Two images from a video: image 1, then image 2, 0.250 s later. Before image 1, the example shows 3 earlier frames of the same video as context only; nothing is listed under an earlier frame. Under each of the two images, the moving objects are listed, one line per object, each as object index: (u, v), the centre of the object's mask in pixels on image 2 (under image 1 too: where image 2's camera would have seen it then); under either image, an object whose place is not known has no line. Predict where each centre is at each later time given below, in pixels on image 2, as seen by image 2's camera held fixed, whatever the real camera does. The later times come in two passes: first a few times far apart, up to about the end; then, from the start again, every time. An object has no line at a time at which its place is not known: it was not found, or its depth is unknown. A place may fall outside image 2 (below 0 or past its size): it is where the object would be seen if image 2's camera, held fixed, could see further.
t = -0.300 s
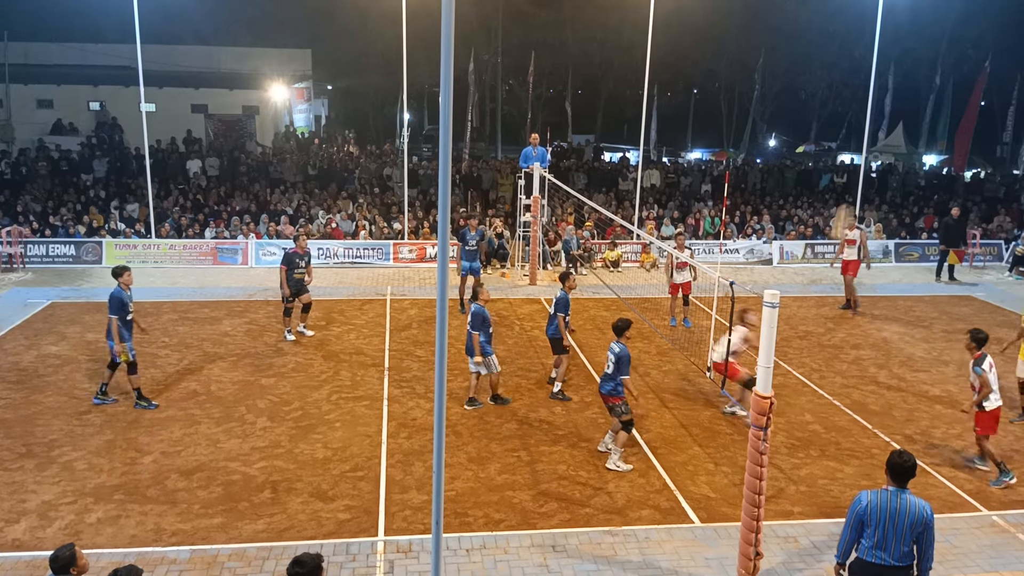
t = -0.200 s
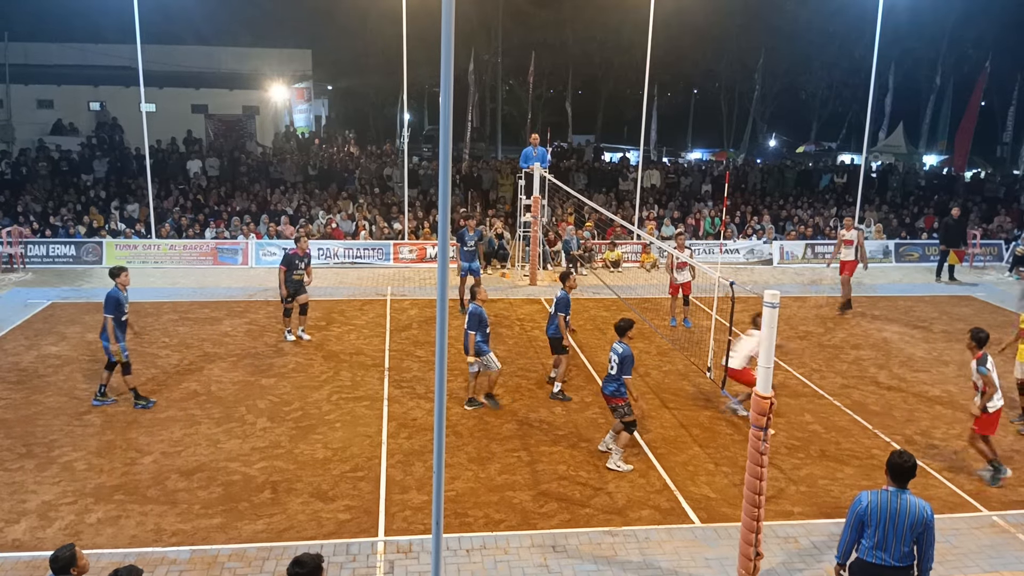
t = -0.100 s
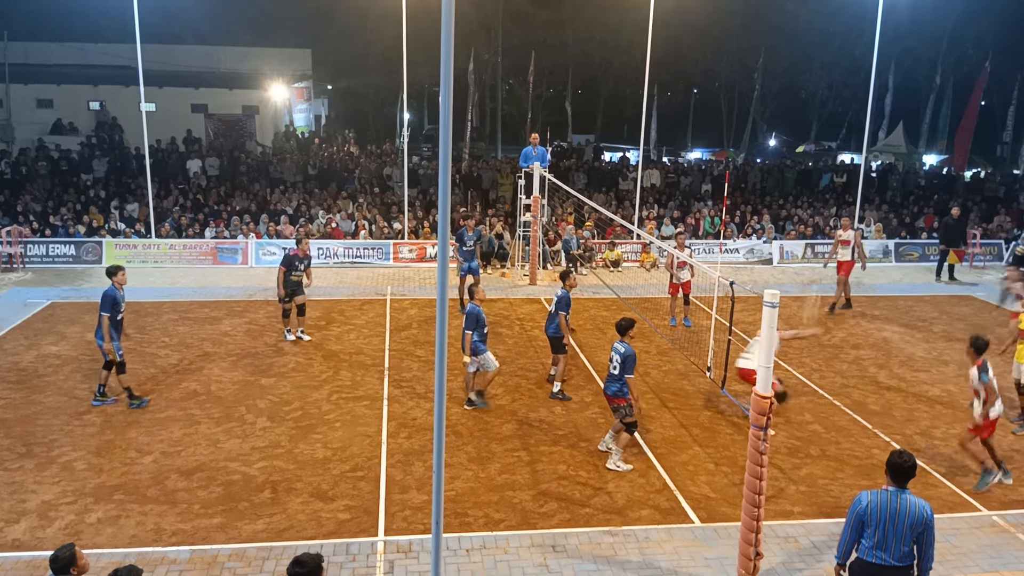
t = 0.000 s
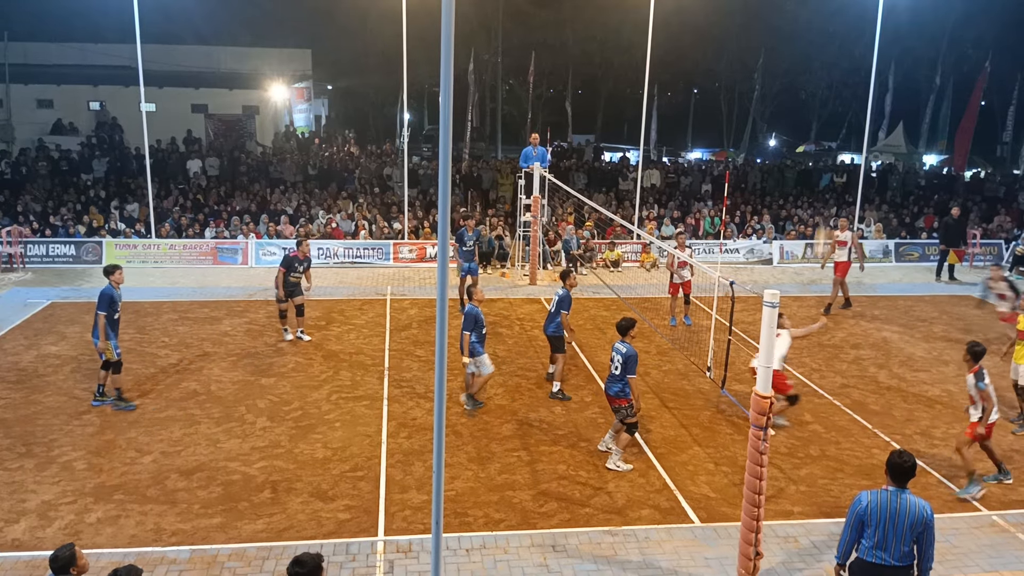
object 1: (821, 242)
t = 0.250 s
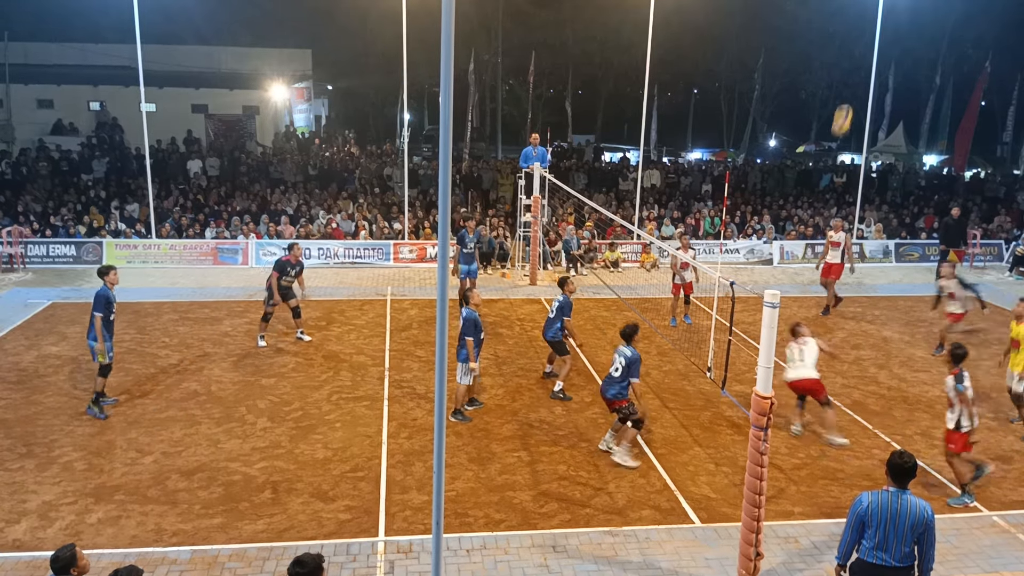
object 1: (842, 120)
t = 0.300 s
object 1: (846, 101)
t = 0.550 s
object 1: (858, 35)
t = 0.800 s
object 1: (863, 22)
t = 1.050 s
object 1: (862, 63)
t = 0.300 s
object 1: (846, 101)
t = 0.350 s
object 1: (849, 84)
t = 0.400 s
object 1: (851, 68)
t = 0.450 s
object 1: (854, 55)
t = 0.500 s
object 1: (856, 44)
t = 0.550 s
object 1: (858, 35)
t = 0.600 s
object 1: (859, 28)
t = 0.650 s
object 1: (860, 23)
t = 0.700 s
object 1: (861, 21)
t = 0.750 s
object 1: (862, 21)
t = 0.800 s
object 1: (863, 22)
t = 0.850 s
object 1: (863, 26)
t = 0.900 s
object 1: (863, 32)
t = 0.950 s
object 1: (863, 40)
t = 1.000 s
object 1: (863, 50)
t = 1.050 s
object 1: (862, 63)
